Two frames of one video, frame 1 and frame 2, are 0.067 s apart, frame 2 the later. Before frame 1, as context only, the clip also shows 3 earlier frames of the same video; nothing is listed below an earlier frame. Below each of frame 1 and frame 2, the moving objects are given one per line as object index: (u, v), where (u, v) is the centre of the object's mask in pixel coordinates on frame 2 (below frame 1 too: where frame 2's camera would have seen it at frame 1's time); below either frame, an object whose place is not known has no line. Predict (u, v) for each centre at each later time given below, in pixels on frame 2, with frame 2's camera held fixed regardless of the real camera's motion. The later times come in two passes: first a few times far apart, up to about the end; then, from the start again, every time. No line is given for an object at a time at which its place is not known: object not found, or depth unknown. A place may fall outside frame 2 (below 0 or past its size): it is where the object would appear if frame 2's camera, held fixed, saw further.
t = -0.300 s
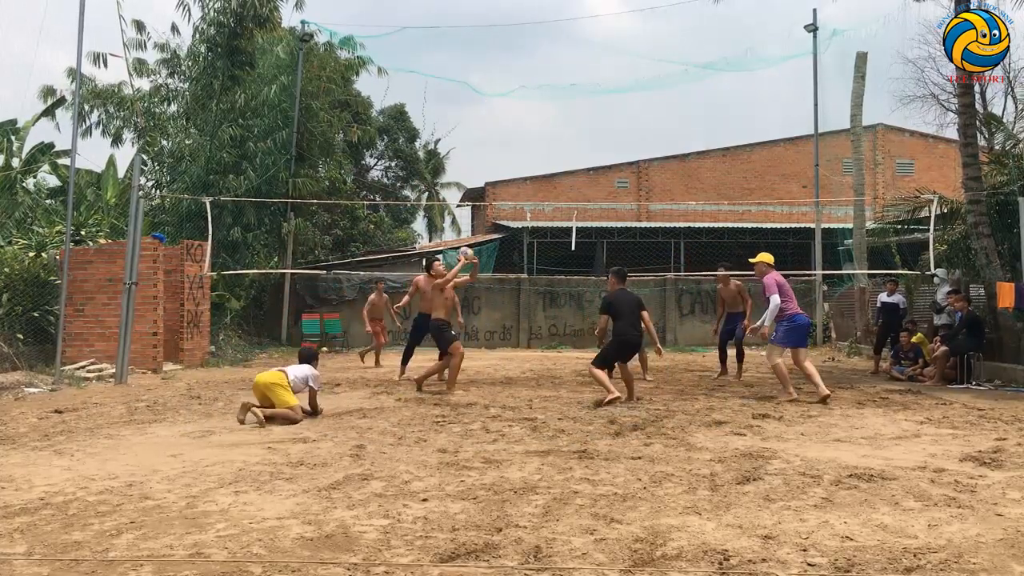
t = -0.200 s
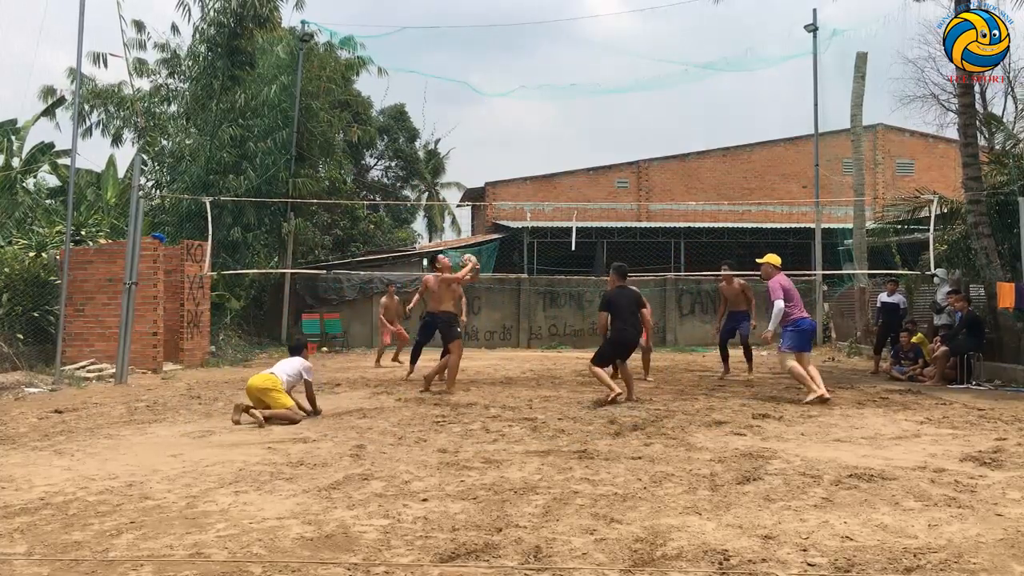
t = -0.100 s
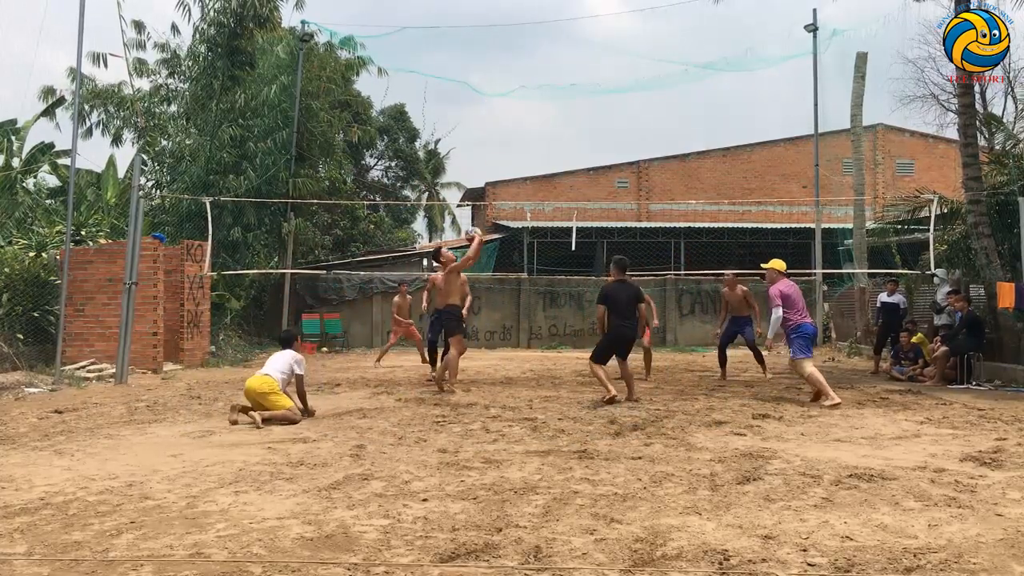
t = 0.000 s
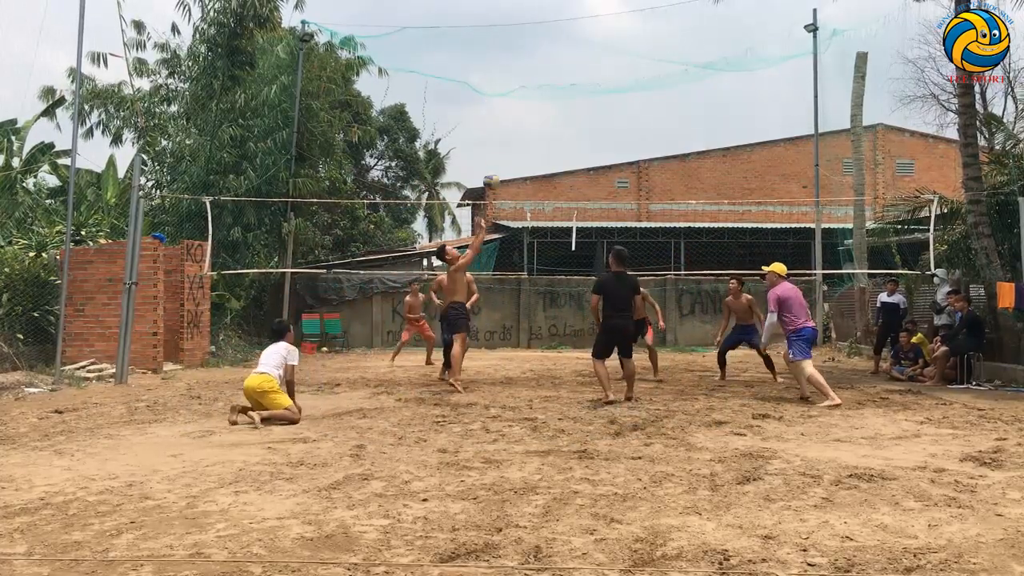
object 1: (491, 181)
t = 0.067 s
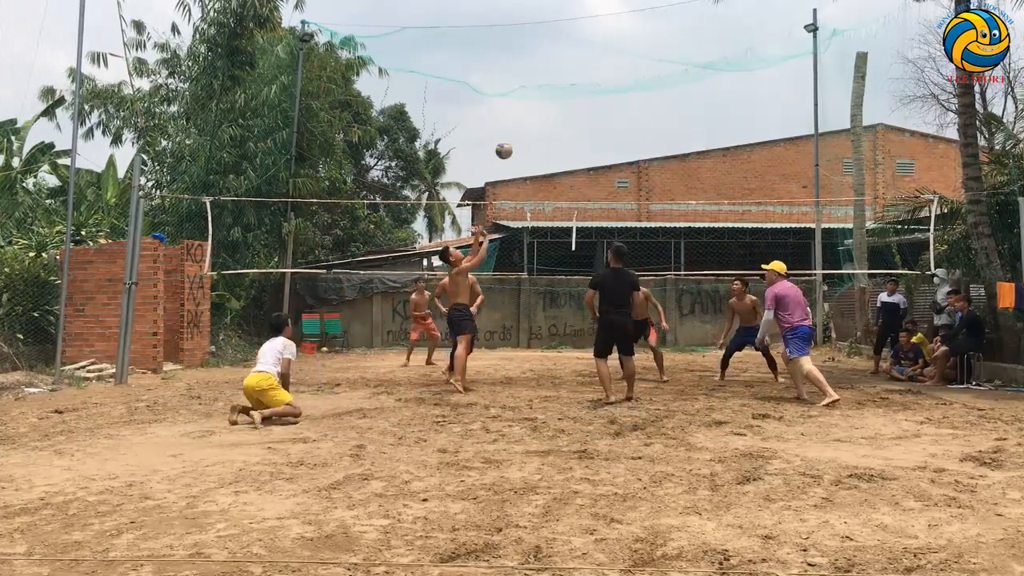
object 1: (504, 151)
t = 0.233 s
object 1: (534, 90)
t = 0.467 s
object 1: (575, 42)
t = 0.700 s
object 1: (614, 39)
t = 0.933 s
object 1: (653, 79)
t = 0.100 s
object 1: (510, 137)
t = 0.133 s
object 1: (516, 123)
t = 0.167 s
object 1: (522, 111)
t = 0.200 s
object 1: (528, 100)
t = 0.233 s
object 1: (534, 90)
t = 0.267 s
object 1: (540, 80)
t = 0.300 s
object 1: (546, 72)
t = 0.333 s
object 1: (552, 64)
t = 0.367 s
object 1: (558, 57)
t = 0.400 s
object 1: (563, 51)
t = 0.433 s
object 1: (569, 47)
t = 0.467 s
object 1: (575, 42)
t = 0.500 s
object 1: (581, 40)
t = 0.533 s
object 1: (586, 37)
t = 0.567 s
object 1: (592, 36)
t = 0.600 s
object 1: (598, 36)
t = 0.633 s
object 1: (603, 36)
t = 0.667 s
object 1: (609, 37)
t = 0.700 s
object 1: (614, 39)
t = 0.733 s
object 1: (620, 42)
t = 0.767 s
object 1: (626, 47)
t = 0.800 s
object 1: (631, 51)
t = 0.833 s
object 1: (637, 57)
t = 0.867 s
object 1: (642, 63)
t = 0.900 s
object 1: (647, 71)
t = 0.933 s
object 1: (653, 79)
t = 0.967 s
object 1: (658, 88)
